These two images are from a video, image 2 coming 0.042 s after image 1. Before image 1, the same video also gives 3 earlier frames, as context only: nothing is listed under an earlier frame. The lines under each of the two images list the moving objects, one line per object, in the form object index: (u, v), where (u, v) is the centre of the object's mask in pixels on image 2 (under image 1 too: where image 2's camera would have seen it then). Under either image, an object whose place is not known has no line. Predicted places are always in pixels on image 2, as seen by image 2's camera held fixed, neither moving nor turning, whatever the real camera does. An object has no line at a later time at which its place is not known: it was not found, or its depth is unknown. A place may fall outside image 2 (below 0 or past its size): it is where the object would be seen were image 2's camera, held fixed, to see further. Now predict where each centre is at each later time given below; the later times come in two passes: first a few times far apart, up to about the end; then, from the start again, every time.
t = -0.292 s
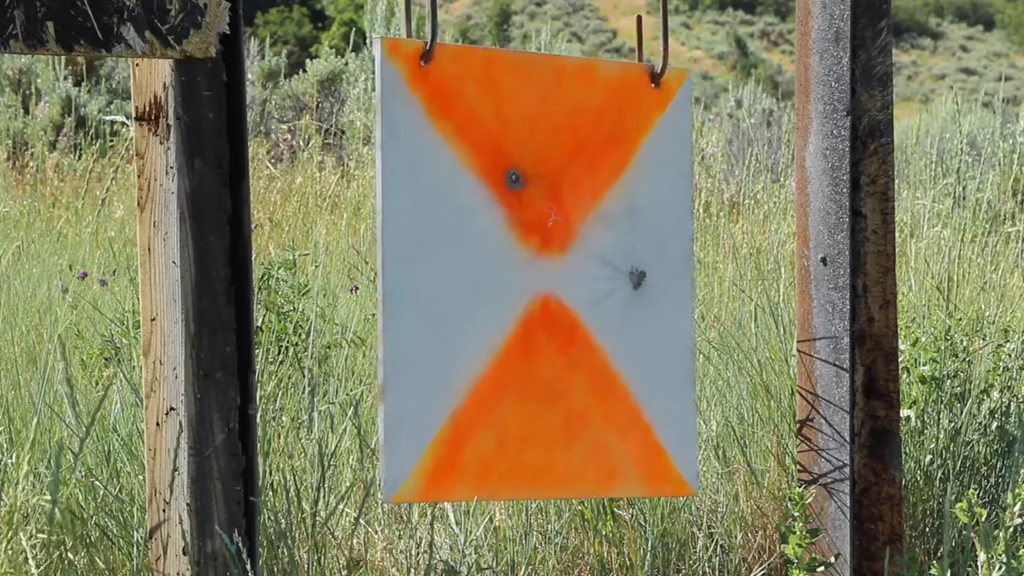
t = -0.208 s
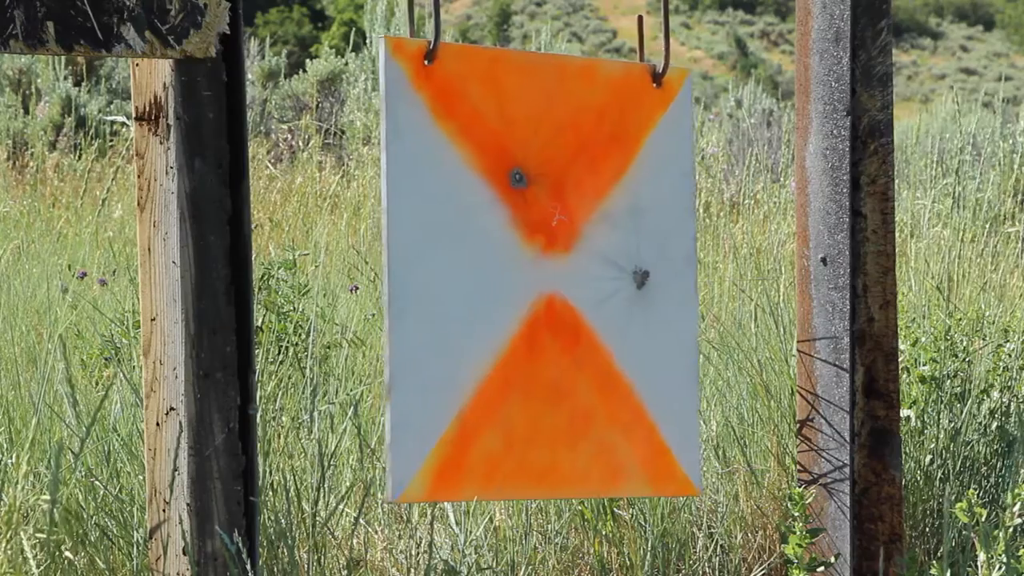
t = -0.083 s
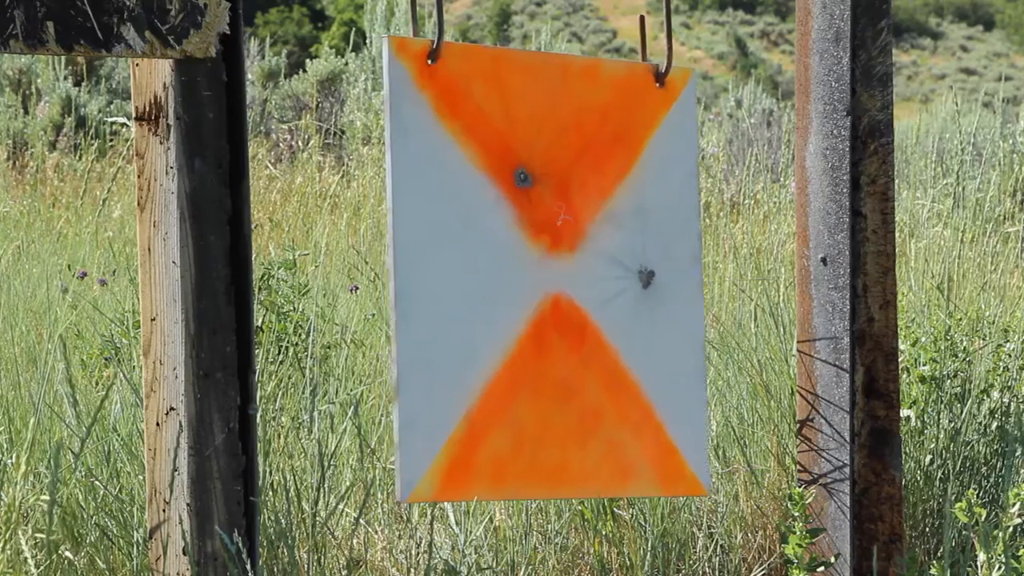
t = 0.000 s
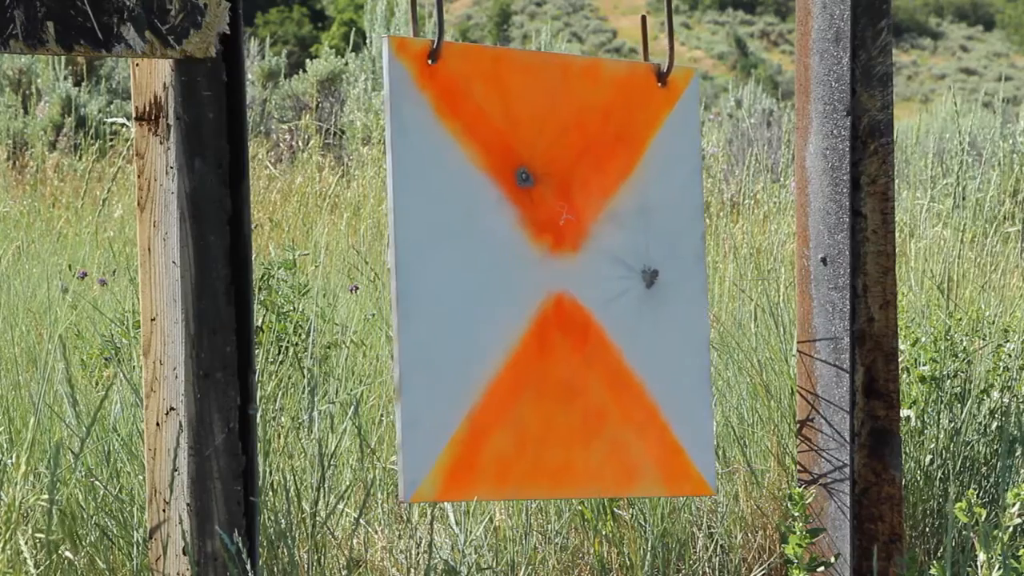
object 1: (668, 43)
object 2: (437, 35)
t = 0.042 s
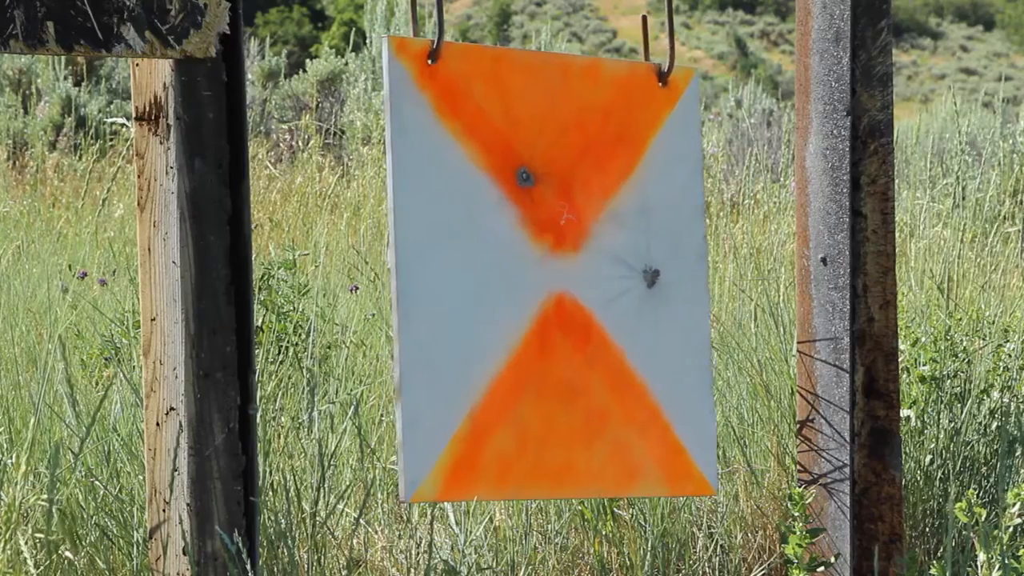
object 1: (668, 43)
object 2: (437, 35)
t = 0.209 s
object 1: (669, 43)
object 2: (437, 35)
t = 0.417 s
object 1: (665, 44)
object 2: (435, 36)
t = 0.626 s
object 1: (661, 42)
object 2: (430, 36)
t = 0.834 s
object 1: (658, 44)
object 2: (429, 36)
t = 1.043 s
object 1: (658, 44)
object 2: (428, 35)
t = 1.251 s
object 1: (661, 42)
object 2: (431, 35)
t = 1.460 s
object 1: (666, 43)
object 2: (435, 35)
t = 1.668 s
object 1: (669, 45)
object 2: (438, 35)
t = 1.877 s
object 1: (666, 43)
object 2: (436, 35)
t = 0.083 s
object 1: (669, 43)
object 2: (437, 35)
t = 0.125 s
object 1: (669, 45)
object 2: (437, 35)
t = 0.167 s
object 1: (669, 45)
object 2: (437, 35)
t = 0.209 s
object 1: (669, 43)
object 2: (437, 35)
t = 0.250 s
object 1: (668, 43)
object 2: (437, 35)
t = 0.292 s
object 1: (667, 43)
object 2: (437, 35)
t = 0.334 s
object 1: (666, 44)
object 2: (437, 35)
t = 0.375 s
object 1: (666, 44)
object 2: (436, 35)
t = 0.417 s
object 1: (665, 44)
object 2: (435, 36)
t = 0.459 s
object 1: (664, 44)
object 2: (434, 35)
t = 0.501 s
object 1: (663, 43)
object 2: (433, 35)
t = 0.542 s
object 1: (662, 44)
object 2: (431, 35)
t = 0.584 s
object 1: (662, 44)
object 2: (430, 35)
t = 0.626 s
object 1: (661, 42)
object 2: (430, 36)
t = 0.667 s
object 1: (660, 44)
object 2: (429, 36)
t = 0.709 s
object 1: (659, 44)
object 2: (429, 36)
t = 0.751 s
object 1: (658, 44)
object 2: (429, 36)
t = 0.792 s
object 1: (658, 44)
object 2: (429, 36)
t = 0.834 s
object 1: (658, 44)
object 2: (429, 36)
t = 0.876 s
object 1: (658, 45)
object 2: (428, 36)
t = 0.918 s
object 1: (658, 45)
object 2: (428, 35)
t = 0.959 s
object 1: (658, 45)
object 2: (428, 36)
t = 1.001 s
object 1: (658, 44)
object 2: (428, 36)
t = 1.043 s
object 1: (658, 44)
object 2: (428, 35)
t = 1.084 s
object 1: (658, 44)
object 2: (428, 36)
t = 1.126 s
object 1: (659, 44)
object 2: (428, 36)
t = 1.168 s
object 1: (660, 44)
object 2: (429, 36)
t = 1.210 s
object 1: (660, 43)
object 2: (430, 36)
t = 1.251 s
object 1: (661, 42)
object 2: (431, 35)
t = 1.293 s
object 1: (662, 43)
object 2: (432, 35)
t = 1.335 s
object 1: (663, 43)
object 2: (433, 35)
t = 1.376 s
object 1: (664, 43)
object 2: (434, 35)
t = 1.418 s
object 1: (665, 44)
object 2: (435, 35)
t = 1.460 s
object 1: (666, 43)
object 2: (435, 35)
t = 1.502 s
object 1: (666, 41)
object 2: (436, 35)
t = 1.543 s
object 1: (667, 43)
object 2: (436, 35)
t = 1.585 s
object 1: (668, 43)
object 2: (437, 35)
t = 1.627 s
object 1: (669, 45)
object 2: (437, 35)
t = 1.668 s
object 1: (669, 45)
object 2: (438, 35)
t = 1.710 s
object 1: (668, 43)
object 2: (438, 35)
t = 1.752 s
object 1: (668, 45)
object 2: (438, 35)
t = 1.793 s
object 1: (667, 45)
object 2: (438, 35)
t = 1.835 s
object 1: (667, 43)
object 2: (437, 35)
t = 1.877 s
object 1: (666, 43)
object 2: (436, 35)
